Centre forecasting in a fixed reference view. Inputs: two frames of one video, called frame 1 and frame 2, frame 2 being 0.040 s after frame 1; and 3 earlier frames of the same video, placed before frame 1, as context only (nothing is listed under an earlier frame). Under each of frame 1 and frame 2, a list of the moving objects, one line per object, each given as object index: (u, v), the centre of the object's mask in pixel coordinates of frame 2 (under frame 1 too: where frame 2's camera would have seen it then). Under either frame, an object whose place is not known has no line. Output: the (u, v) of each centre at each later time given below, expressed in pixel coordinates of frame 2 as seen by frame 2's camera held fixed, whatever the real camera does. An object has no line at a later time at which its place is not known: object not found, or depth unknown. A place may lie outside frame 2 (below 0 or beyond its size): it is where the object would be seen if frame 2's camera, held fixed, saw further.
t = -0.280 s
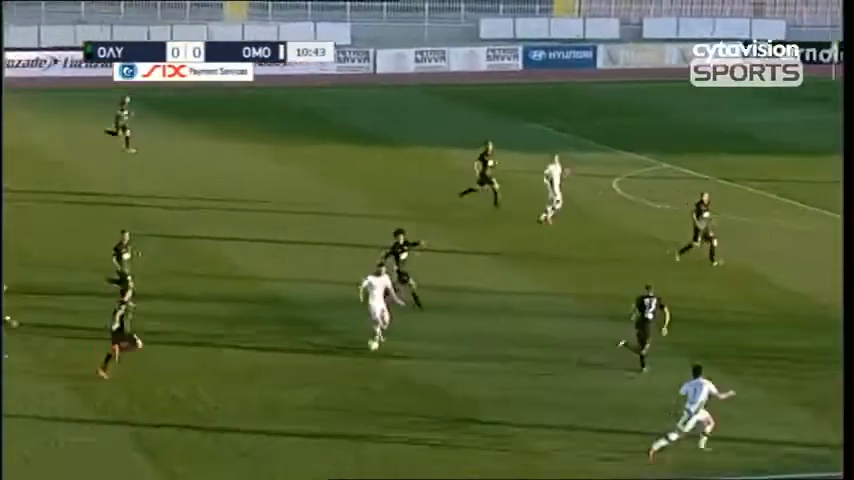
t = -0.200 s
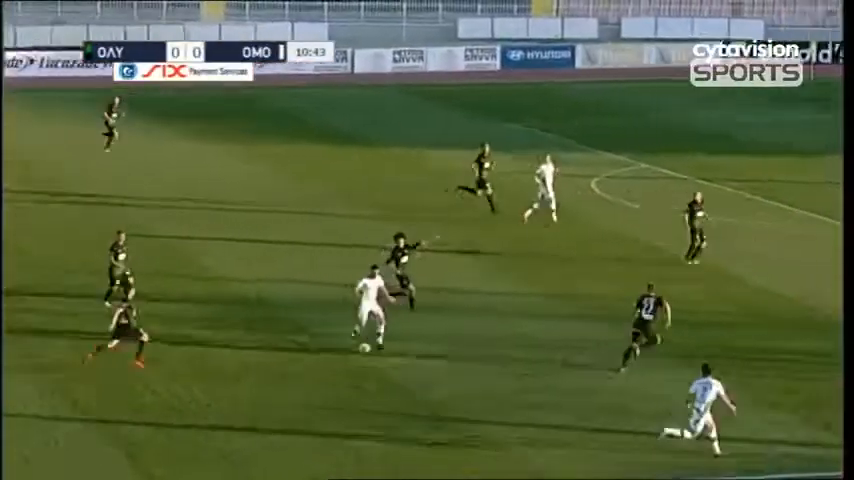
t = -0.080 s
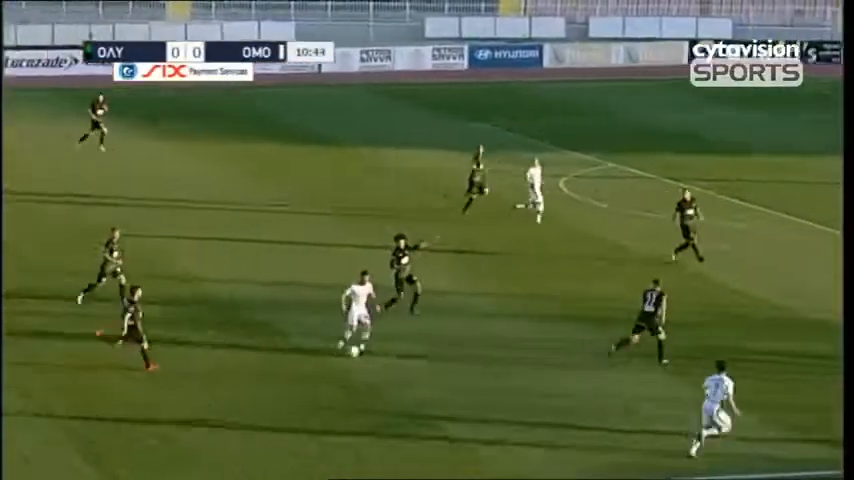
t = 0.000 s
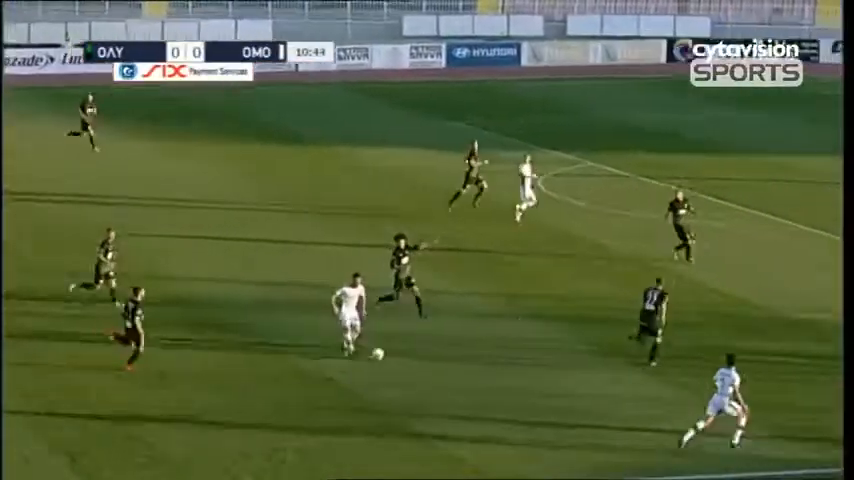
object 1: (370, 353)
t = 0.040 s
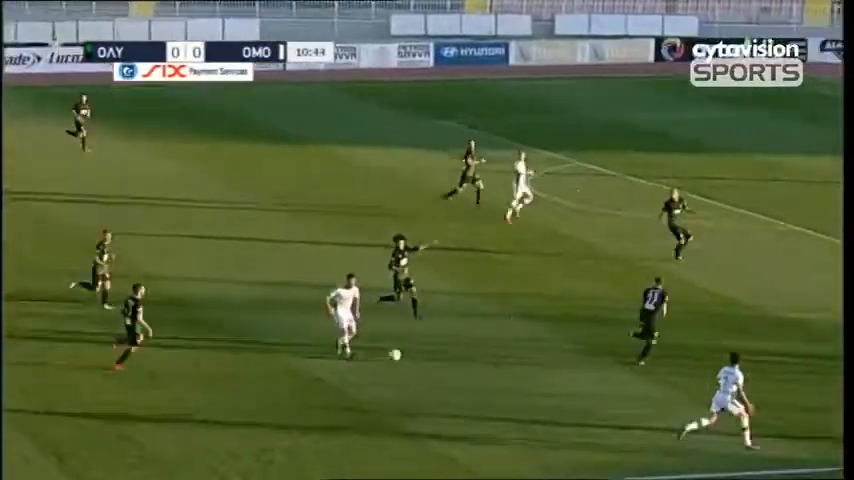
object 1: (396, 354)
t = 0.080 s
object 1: (422, 357)
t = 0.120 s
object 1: (447, 360)
